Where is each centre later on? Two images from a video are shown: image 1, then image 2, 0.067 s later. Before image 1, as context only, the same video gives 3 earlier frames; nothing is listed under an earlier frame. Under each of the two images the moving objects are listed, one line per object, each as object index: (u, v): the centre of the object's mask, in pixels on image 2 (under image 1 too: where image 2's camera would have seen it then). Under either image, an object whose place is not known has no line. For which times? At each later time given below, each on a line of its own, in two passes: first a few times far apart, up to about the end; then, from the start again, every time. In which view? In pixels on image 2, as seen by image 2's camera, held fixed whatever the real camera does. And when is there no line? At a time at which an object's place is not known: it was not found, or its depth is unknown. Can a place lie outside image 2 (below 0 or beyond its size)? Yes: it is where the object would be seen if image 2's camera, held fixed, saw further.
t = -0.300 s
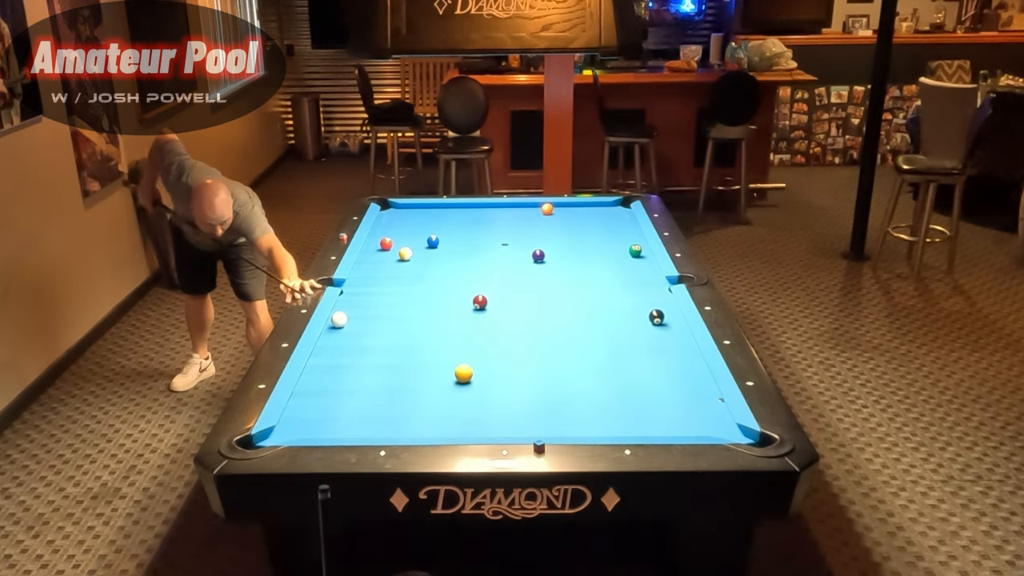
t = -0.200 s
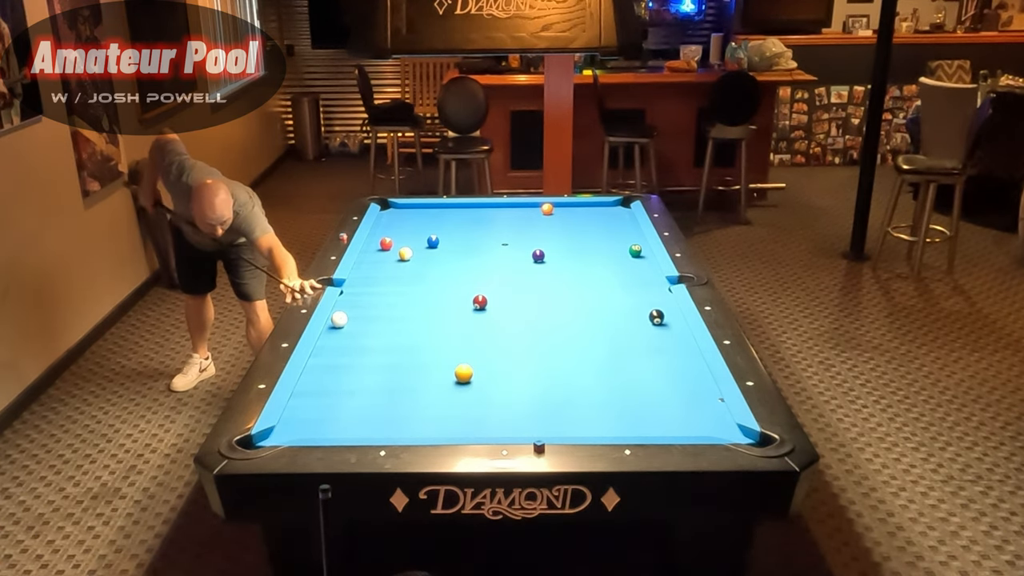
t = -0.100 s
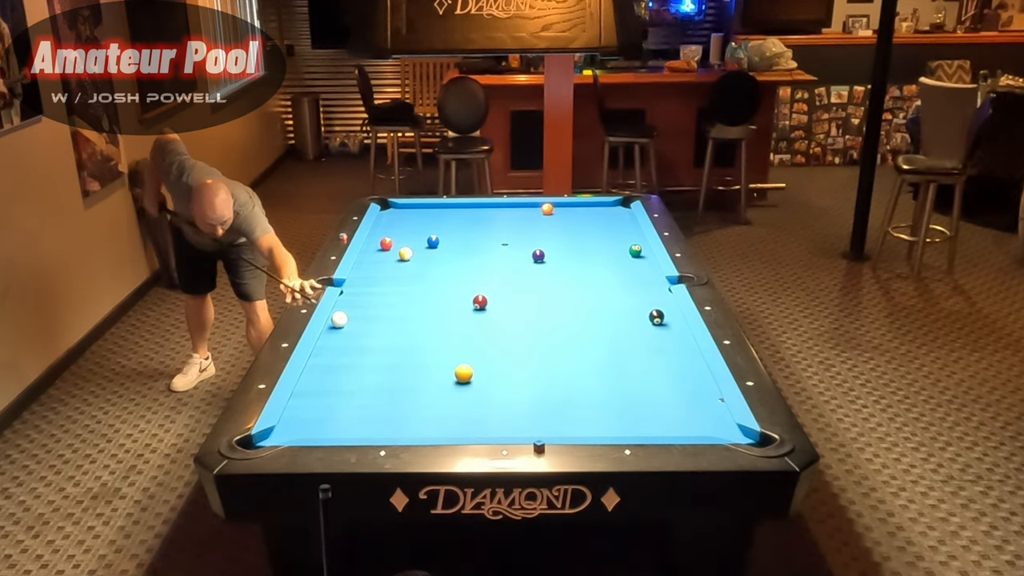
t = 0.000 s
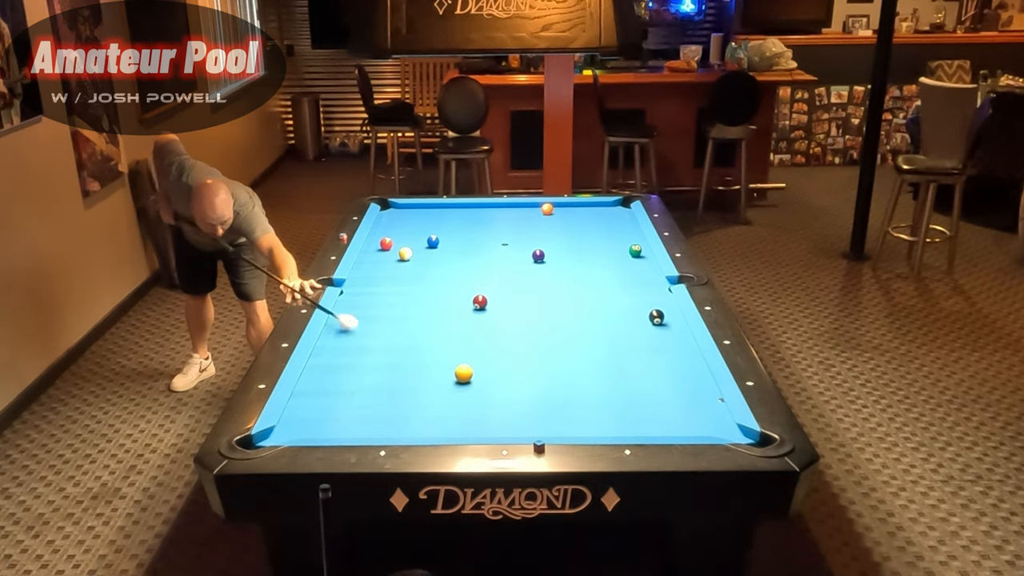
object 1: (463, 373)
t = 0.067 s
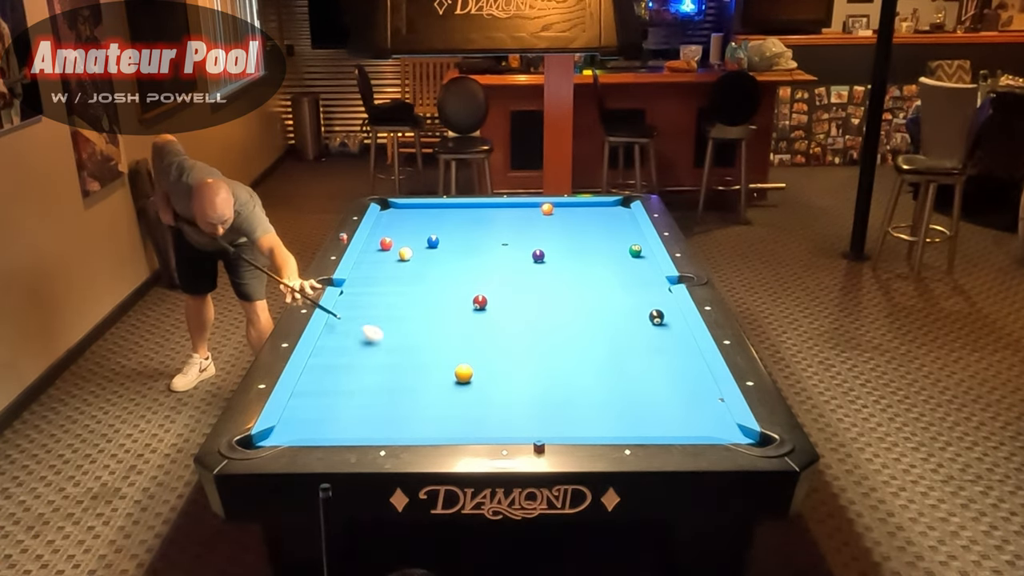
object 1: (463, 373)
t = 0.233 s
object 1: (463, 373)
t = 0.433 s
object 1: (554, 392)
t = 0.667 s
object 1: (654, 413)
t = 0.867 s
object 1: (743, 433)
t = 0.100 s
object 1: (463, 373)
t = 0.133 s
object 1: (463, 373)
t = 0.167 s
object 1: (463, 373)
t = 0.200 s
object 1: (463, 373)
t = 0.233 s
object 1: (463, 373)
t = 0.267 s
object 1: (471, 374)
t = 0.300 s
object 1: (489, 377)
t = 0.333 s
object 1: (506, 381)
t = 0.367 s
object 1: (523, 385)
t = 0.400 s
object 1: (539, 388)
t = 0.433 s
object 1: (554, 392)
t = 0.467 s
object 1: (569, 395)
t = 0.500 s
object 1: (583, 398)
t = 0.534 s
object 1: (597, 401)
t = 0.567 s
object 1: (611, 404)
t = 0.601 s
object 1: (625, 407)
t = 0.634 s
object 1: (639, 410)
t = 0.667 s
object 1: (654, 413)
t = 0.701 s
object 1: (669, 416)
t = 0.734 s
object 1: (683, 419)
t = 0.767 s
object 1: (698, 423)
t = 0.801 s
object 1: (713, 425)
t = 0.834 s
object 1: (729, 428)
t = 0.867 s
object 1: (743, 433)
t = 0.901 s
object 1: (750, 438)
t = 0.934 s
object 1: (757, 443)
